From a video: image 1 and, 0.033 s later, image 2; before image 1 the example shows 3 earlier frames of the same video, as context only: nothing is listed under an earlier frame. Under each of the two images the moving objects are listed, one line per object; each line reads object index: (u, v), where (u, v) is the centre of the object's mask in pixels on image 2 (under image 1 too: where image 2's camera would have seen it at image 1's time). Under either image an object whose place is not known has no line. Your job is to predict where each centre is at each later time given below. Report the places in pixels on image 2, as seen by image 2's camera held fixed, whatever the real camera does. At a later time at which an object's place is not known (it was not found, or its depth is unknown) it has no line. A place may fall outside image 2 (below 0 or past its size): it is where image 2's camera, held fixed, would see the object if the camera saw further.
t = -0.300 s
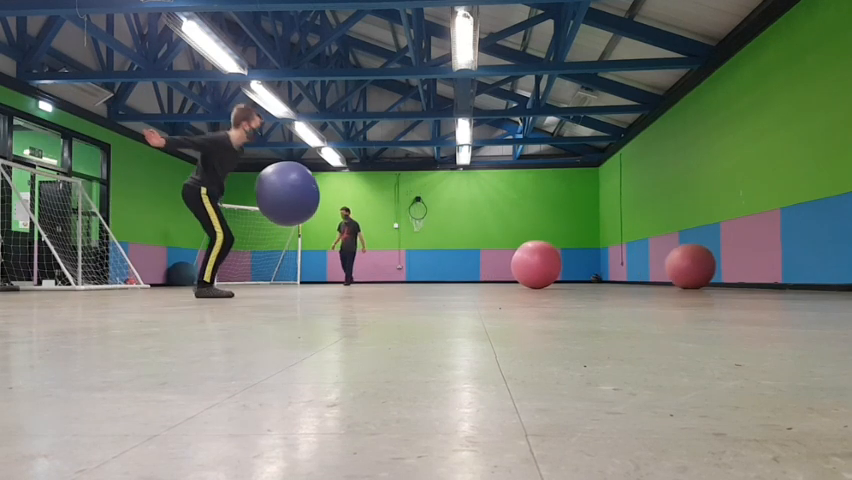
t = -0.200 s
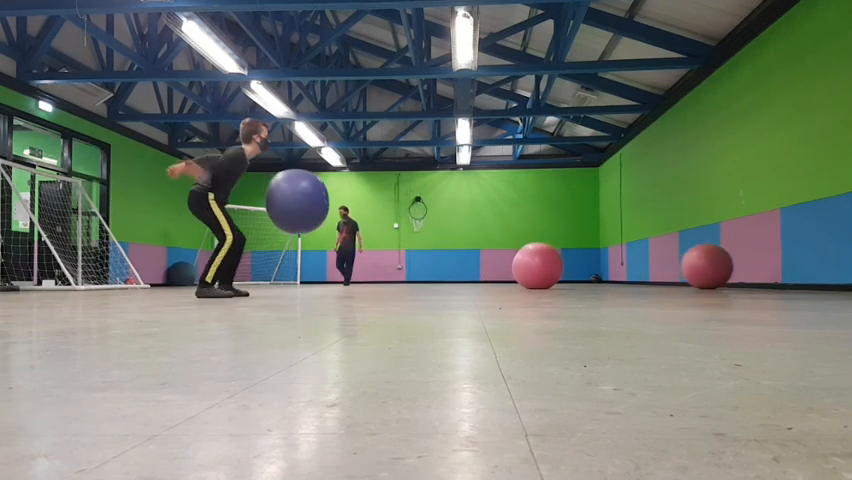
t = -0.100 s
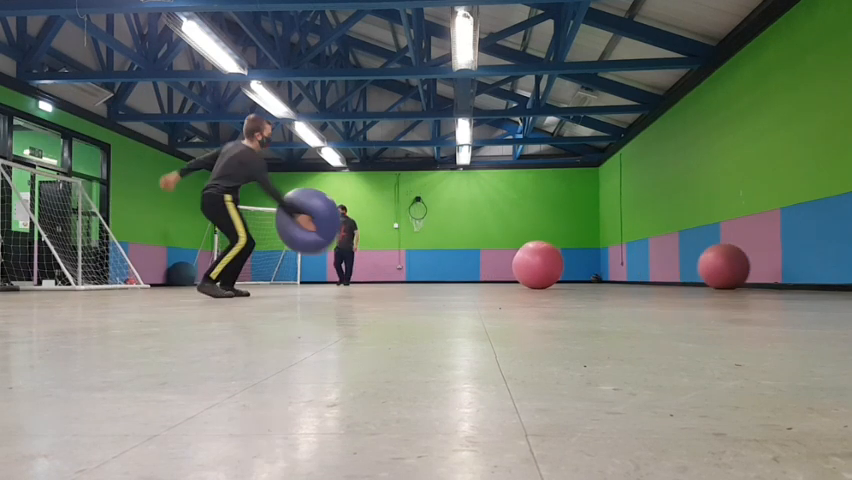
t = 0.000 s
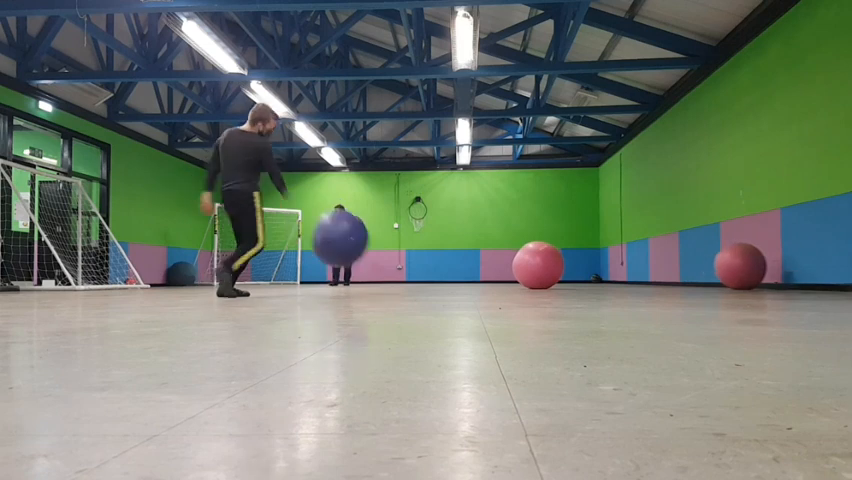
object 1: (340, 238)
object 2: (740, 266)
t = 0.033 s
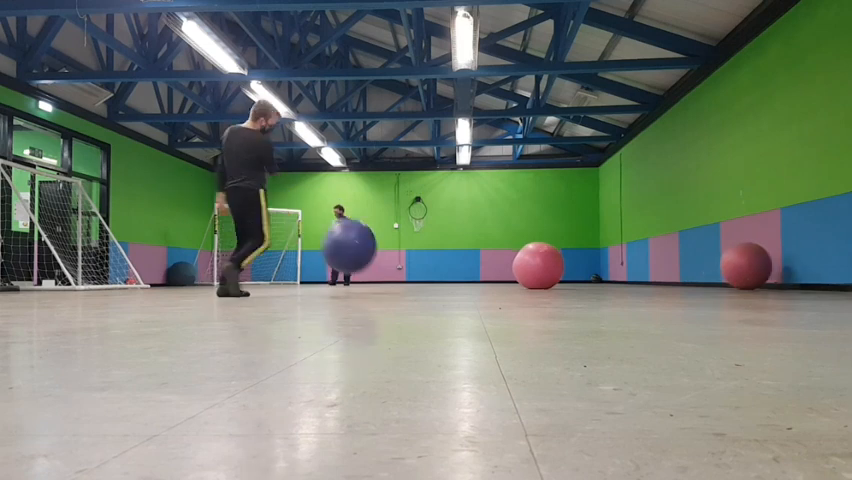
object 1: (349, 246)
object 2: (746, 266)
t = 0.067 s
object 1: (357, 254)
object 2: (752, 266)
